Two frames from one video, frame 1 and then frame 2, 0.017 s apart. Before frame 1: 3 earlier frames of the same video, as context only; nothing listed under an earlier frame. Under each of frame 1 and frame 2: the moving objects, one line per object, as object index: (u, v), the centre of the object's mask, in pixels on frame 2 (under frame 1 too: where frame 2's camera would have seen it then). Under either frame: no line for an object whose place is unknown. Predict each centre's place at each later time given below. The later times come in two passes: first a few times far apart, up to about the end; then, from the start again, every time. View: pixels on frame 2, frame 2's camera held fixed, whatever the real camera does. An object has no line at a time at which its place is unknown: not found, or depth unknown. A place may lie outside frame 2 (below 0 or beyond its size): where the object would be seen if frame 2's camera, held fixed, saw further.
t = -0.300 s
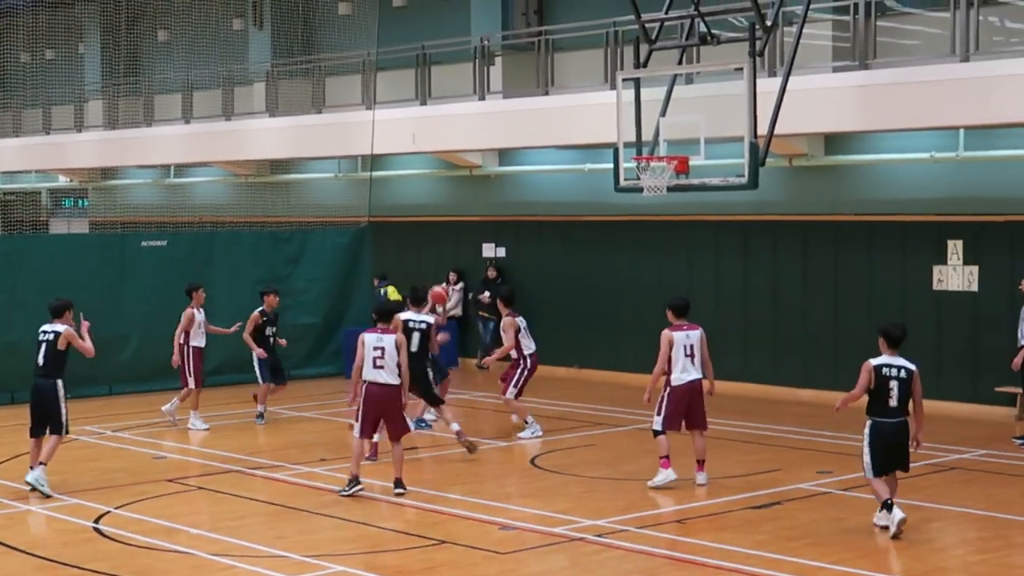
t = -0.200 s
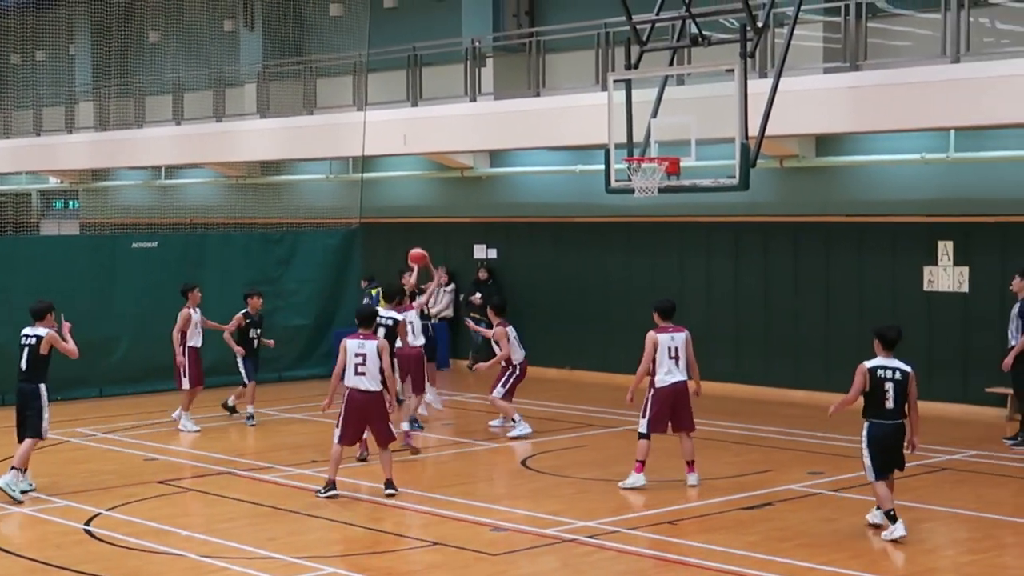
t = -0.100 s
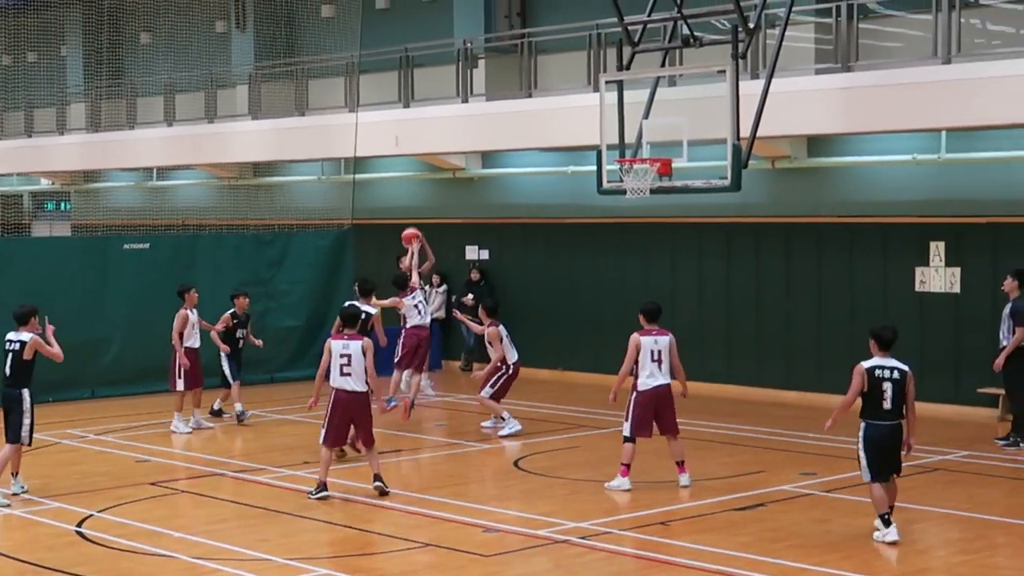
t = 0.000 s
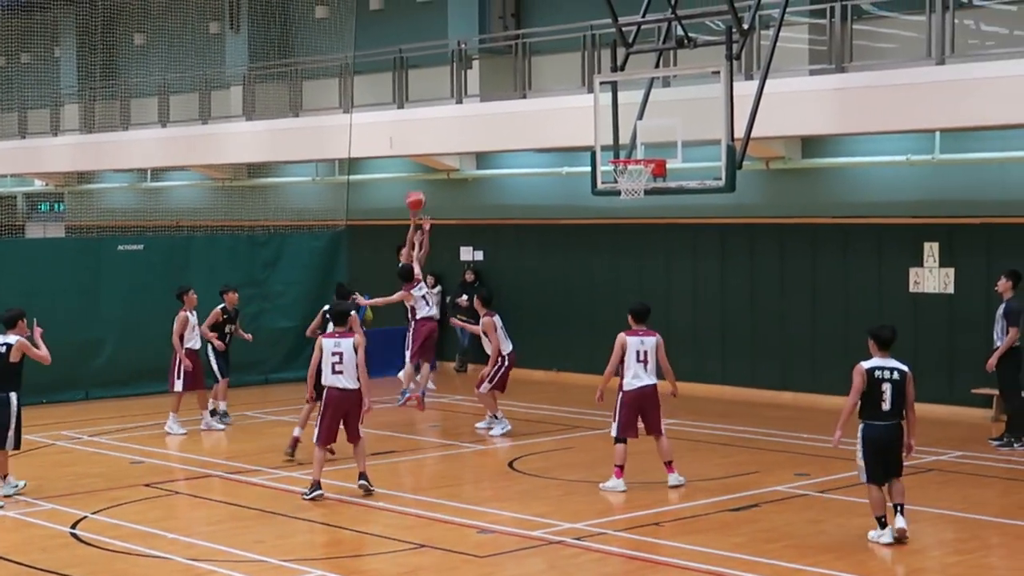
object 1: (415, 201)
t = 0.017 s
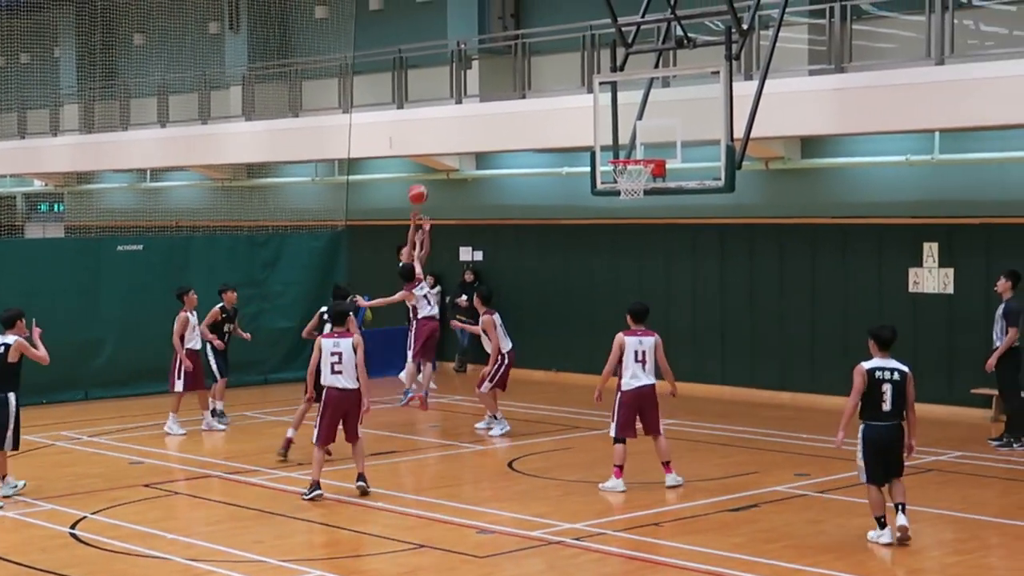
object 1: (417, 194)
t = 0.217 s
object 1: (449, 129)
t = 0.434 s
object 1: (487, 93)
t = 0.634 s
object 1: (523, 96)
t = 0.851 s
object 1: (568, 143)
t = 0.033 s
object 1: (420, 188)
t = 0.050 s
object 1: (422, 181)
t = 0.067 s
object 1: (425, 175)
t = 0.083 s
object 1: (428, 169)
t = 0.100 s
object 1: (431, 164)
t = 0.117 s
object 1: (434, 158)
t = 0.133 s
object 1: (436, 153)
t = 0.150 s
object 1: (439, 148)
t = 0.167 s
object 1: (441, 143)
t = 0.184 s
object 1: (444, 138)
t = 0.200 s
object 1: (447, 133)
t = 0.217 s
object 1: (449, 129)
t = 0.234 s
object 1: (452, 125)
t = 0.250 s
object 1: (455, 122)
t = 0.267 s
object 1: (457, 118)
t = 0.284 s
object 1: (460, 114)
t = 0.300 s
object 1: (463, 111)
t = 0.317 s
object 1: (465, 108)
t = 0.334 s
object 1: (468, 106)
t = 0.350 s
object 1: (471, 103)
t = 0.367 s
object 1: (474, 101)
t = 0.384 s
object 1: (477, 98)
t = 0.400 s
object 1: (480, 97)
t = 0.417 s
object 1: (483, 95)
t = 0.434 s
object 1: (487, 93)
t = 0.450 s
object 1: (489, 92)
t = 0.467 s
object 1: (492, 91)
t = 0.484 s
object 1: (495, 91)
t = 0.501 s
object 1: (498, 90)
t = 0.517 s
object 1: (501, 90)
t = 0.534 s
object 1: (504, 90)
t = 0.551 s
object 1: (508, 91)
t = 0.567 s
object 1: (511, 91)
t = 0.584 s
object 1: (514, 92)
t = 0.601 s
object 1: (517, 93)
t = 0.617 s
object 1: (520, 95)
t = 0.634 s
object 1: (523, 96)
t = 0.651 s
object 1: (527, 98)
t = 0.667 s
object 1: (530, 101)
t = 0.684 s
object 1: (534, 103)
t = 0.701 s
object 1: (537, 106)
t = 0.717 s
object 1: (540, 109)
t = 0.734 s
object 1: (544, 112)
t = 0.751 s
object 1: (547, 116)
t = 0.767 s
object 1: (550, 120)
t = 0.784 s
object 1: (554, 124)
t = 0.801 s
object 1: (557, 128)
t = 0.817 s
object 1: (560, 133)
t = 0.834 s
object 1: (564, 138)
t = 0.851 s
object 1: (568, 143)
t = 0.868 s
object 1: (571, 148)
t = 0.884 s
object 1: (574, 155)
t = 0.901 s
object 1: (578, 160)
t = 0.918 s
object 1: (582, 167)
